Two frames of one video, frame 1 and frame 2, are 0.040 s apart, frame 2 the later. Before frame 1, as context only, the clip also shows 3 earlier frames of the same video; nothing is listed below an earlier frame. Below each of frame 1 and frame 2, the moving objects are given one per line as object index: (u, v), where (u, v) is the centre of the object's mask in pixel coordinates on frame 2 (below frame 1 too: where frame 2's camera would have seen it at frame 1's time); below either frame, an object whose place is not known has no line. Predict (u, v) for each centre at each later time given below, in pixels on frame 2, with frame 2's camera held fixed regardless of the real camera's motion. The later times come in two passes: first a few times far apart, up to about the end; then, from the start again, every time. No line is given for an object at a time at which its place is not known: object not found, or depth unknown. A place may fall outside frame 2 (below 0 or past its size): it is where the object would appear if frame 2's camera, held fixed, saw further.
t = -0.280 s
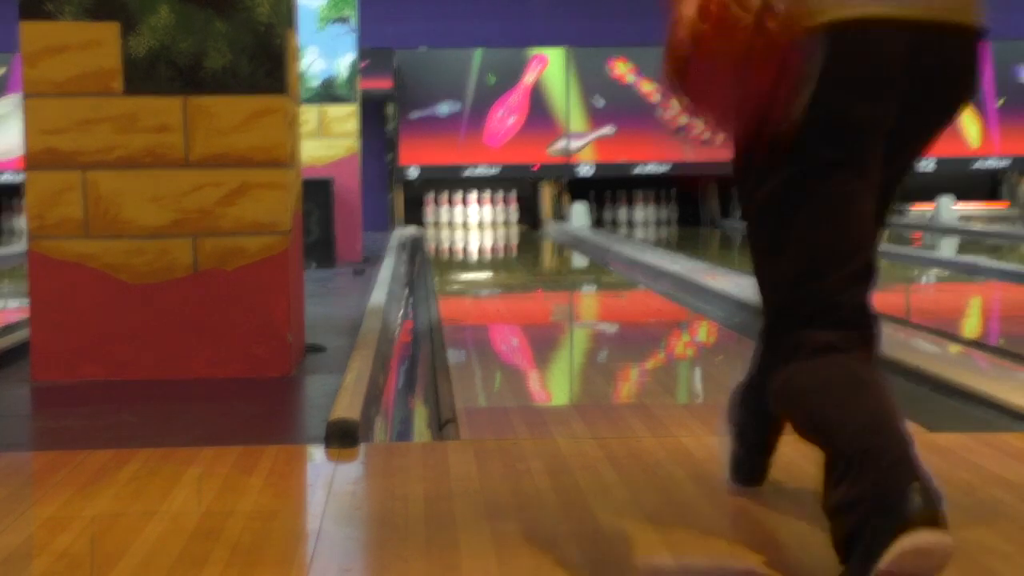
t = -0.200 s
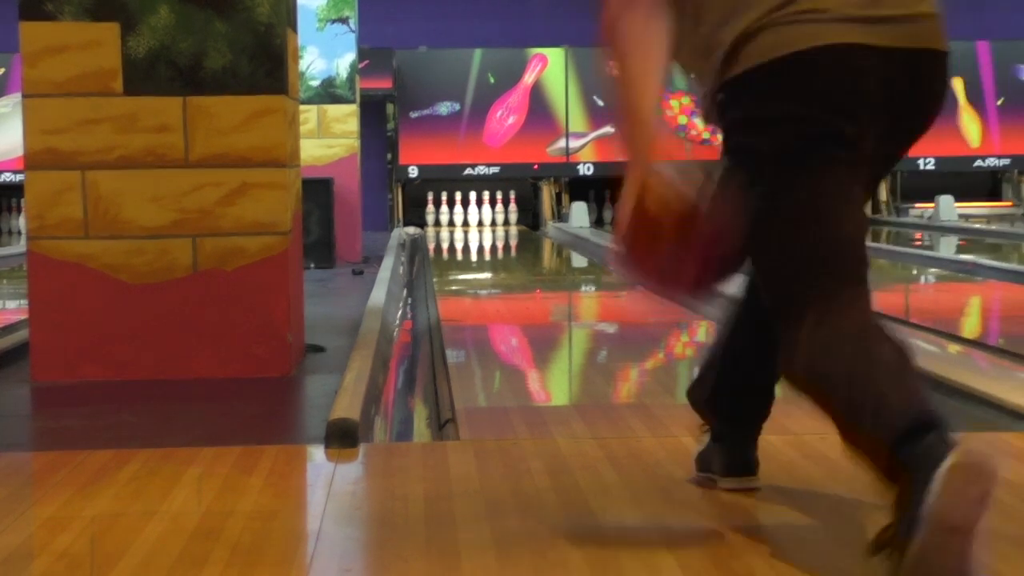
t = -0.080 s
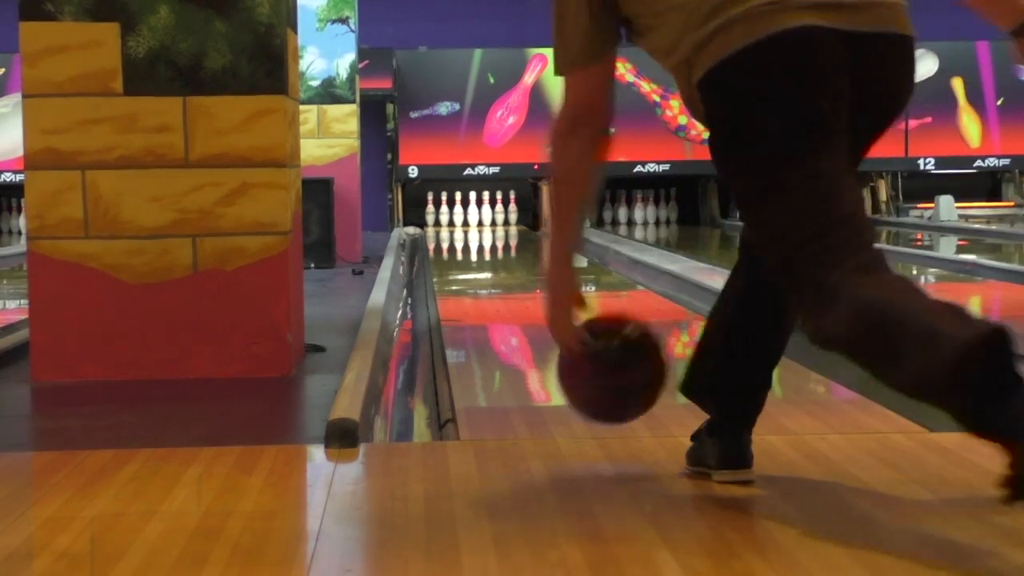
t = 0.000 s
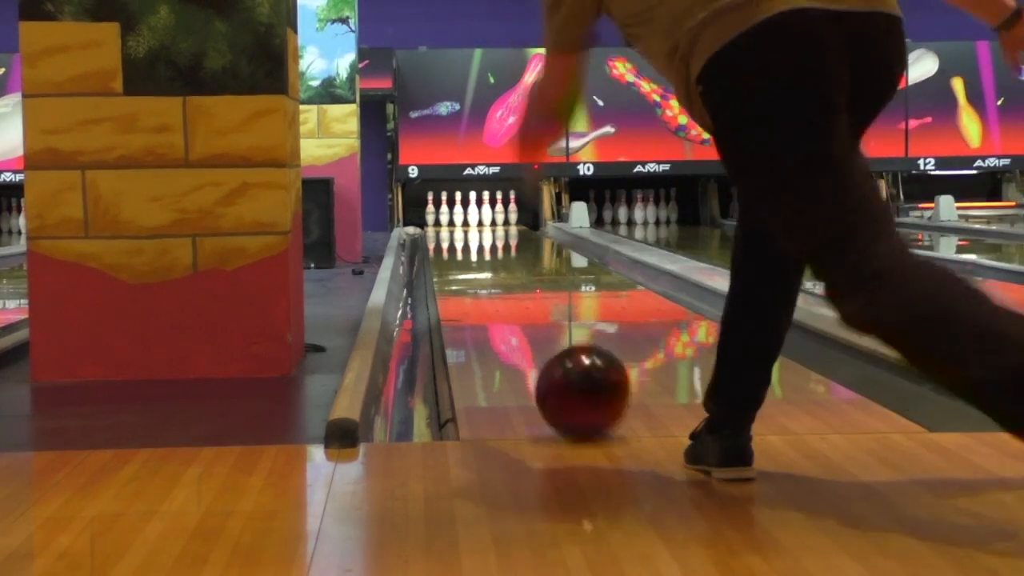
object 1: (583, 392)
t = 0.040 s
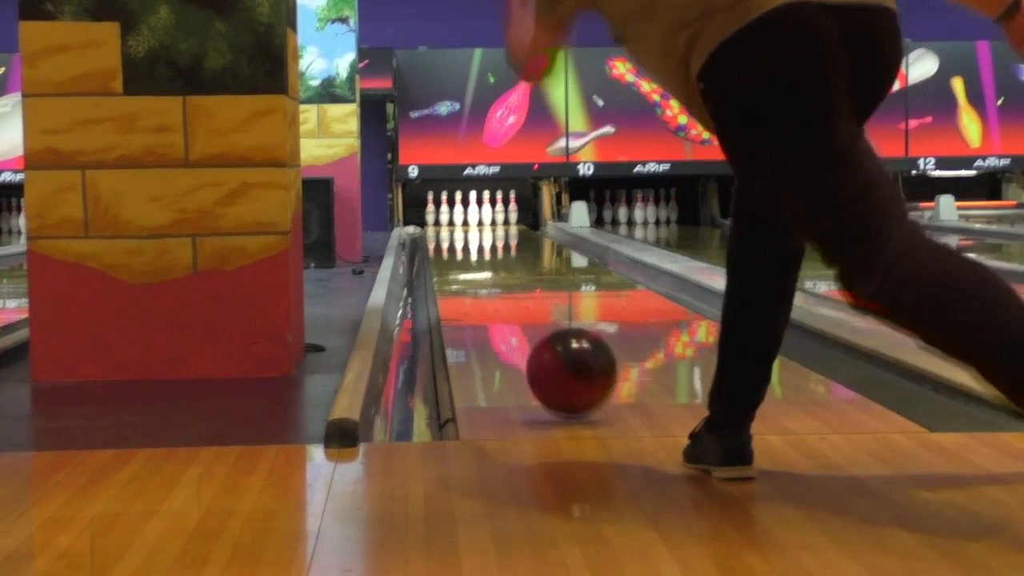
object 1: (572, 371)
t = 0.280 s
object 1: (525, 324)
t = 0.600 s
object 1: (493, 286)
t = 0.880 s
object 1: (479, 265)
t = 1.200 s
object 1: (468, 249)
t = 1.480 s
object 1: (464, 239)
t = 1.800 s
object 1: (461, 231)
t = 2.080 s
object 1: (461, 225)
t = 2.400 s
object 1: (462, 219)
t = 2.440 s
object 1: (464, 219)
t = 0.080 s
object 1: (561, 358)
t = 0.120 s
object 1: (552, 353)
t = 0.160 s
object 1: (544, 345)
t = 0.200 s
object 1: (537, 338)
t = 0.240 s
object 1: (530, 331)
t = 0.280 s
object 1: (525, 324)
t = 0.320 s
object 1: (519, 318)
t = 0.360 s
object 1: (515, 312)
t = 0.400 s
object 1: (510, 307)
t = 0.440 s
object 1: (506, 302)
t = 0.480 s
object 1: (502, 297)
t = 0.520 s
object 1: (499, 293)
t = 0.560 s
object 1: (496, 290)
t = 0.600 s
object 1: (493, 286)
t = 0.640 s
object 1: (490, 283)
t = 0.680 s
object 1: (488, 279)
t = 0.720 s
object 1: (486, 277)
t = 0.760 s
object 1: (484, 274)
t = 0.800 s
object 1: (482, 270)
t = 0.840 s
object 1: (480, 268)
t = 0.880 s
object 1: (479, 265)
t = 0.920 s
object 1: (477, 263)
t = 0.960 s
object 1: (476, 261)
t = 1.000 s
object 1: (474, 258)
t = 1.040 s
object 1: (472, 257)
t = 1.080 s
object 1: (471, 255)
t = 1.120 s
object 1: (470, 253)
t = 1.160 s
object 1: (469, 251)
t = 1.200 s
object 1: (468, 249)
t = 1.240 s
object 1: (467, 248)
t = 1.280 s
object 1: (467, 246)
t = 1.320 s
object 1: (466, 245)
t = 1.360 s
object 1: (466, 243)
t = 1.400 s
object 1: (465, 242)
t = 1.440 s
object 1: (465, 241)
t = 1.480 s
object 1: (464, 239)
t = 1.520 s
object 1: (463, 238)
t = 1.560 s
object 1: (462, 237)
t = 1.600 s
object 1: (462, 236)
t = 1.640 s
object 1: (461, 235)
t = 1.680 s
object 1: (461, 234)
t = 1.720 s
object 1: (461, 232)
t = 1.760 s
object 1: (460, 231)
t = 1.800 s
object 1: (461, 231)
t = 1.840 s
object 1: (461, 230)
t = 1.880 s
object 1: (460, 229)
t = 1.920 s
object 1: (461, 228)
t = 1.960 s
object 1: (460, 227)
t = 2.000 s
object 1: (460, 227)
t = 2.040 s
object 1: (461, 226)
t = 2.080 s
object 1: (461, 225)
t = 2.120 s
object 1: (461, 224)
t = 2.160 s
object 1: (461, 223)
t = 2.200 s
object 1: (461, 222)
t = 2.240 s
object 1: (462, 222)
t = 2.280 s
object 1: (462, 221)
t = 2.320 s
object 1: (462, 221)
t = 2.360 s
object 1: (462, 220)
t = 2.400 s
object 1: (462, 219)
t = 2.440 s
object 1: (464, 219)
